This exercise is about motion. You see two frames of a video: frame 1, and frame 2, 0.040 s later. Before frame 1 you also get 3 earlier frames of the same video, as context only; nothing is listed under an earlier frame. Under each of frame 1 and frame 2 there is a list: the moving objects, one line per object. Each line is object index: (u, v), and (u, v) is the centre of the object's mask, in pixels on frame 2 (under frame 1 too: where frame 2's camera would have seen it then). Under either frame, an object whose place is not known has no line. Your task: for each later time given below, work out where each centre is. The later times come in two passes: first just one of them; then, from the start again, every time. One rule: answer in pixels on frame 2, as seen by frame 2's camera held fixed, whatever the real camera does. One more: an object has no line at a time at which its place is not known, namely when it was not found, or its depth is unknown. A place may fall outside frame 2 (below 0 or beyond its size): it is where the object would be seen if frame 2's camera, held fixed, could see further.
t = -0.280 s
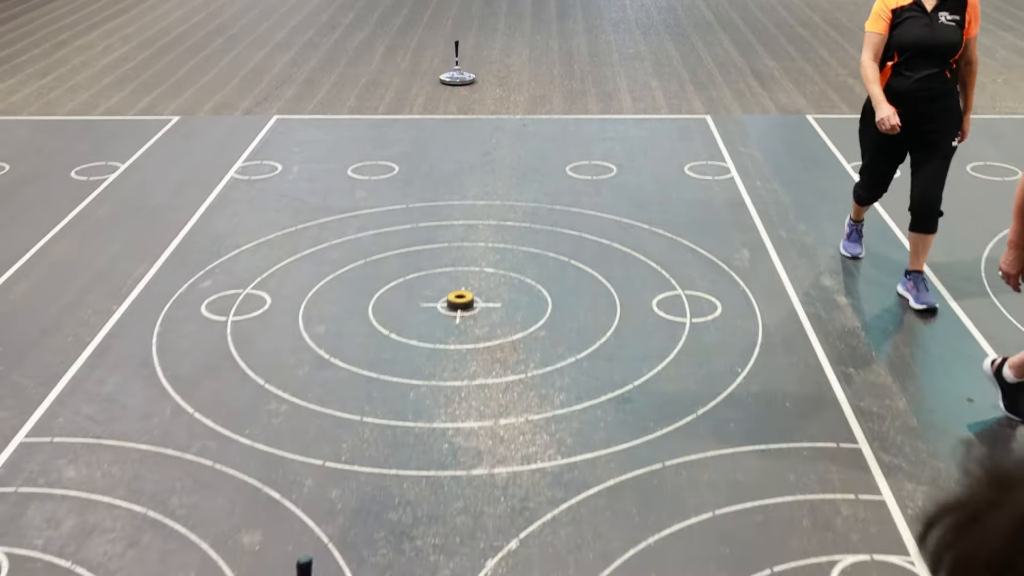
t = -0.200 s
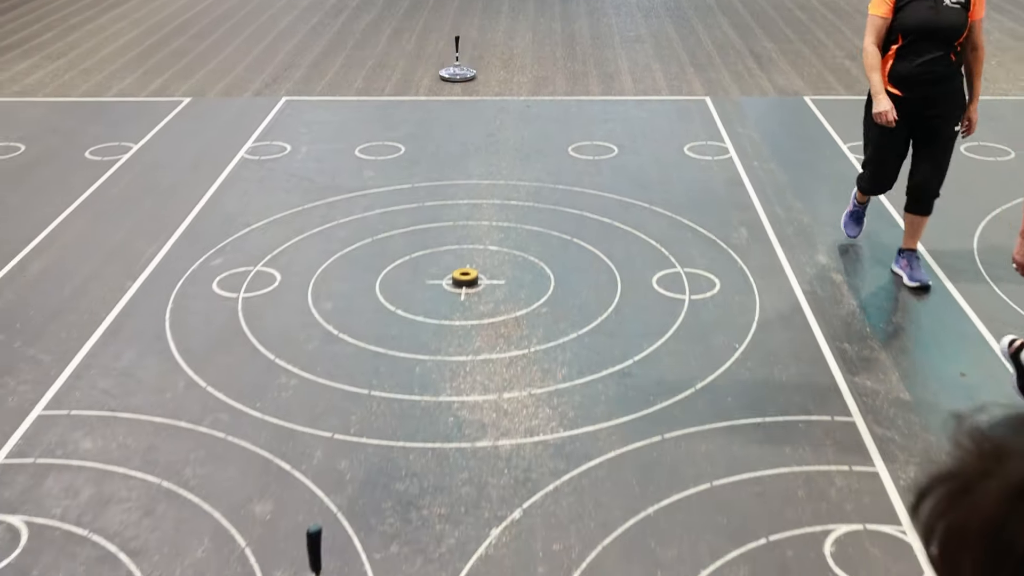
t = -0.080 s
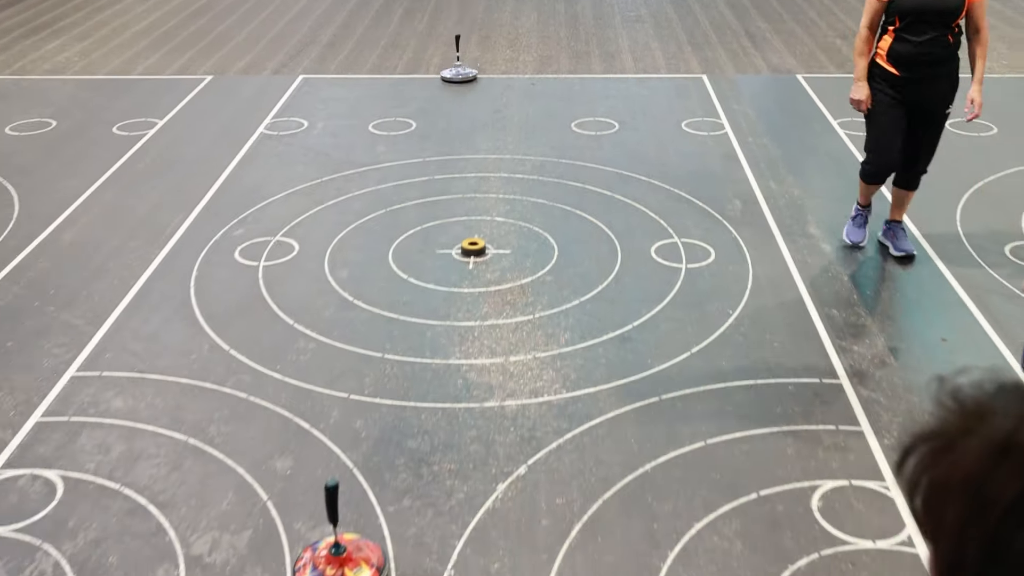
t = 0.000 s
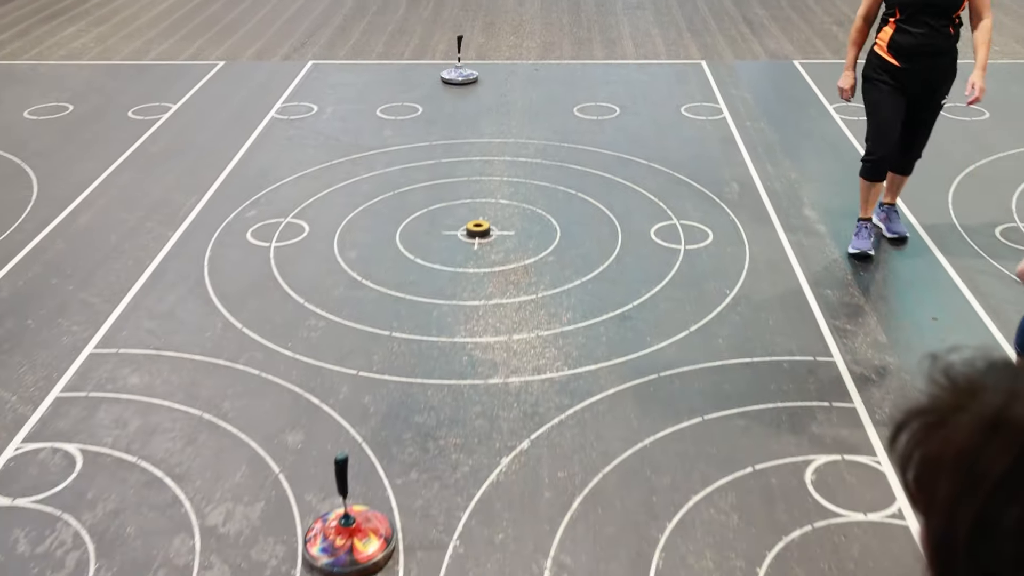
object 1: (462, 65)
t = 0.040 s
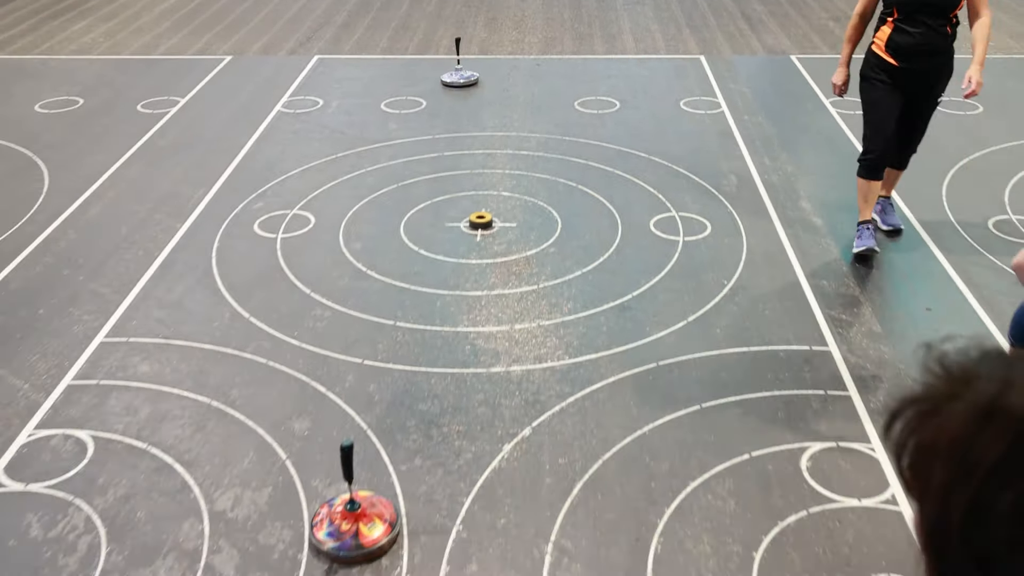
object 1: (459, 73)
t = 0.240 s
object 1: (445, 117)
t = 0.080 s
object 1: (457, 81)
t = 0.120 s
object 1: (454, 90)
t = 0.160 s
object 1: (451, 99)
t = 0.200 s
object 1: (448, 107)
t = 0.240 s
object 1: (445, 117)
